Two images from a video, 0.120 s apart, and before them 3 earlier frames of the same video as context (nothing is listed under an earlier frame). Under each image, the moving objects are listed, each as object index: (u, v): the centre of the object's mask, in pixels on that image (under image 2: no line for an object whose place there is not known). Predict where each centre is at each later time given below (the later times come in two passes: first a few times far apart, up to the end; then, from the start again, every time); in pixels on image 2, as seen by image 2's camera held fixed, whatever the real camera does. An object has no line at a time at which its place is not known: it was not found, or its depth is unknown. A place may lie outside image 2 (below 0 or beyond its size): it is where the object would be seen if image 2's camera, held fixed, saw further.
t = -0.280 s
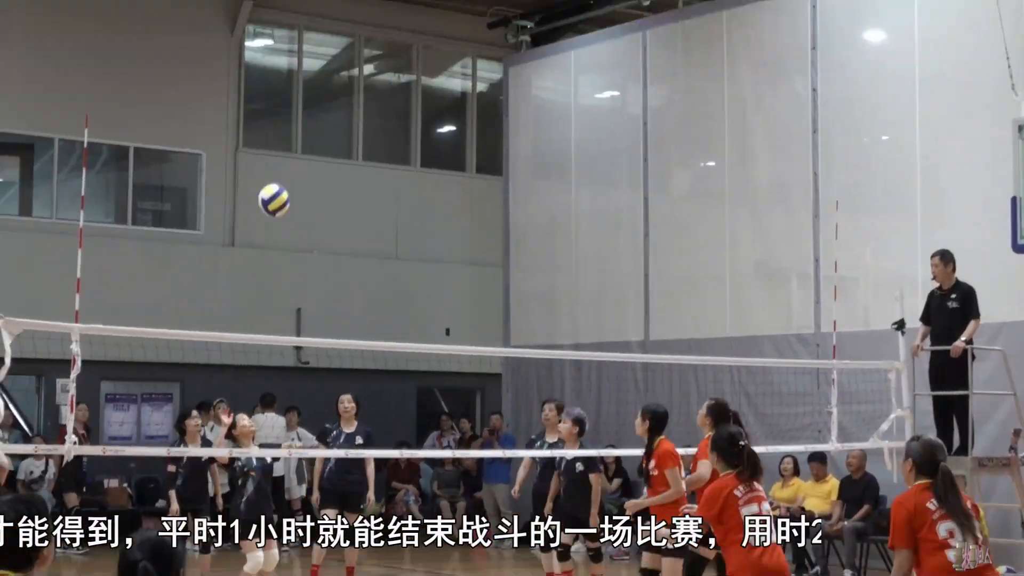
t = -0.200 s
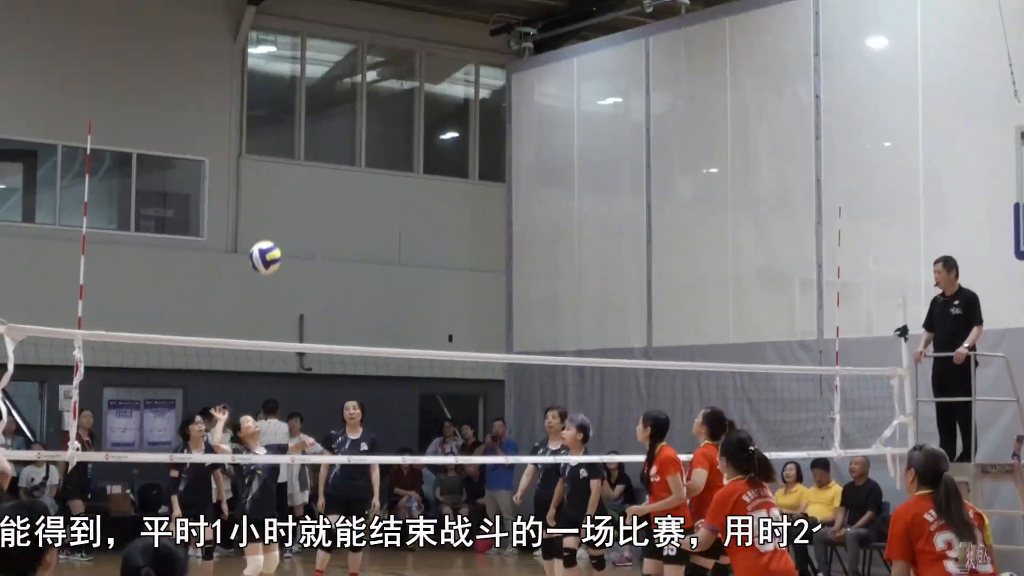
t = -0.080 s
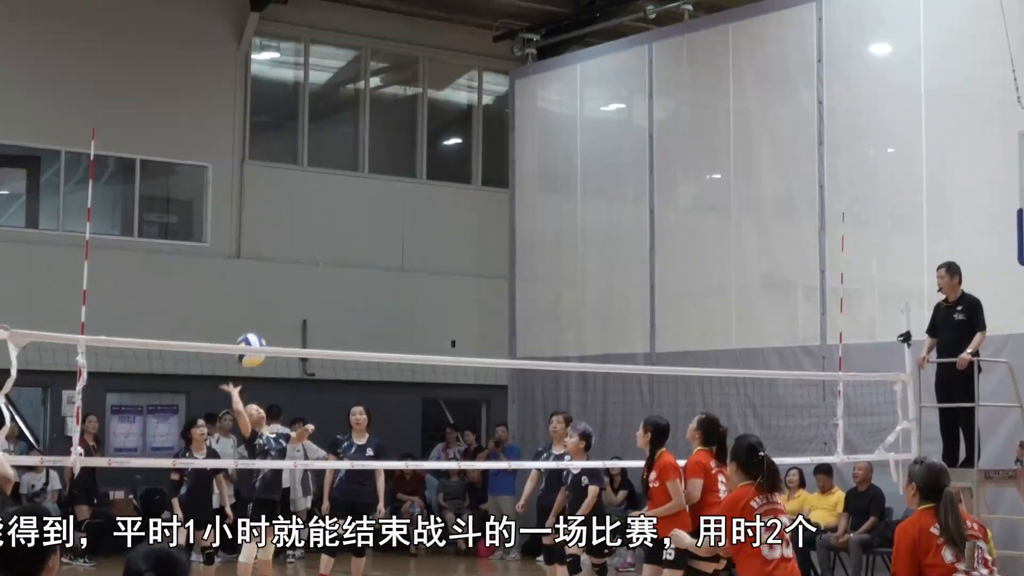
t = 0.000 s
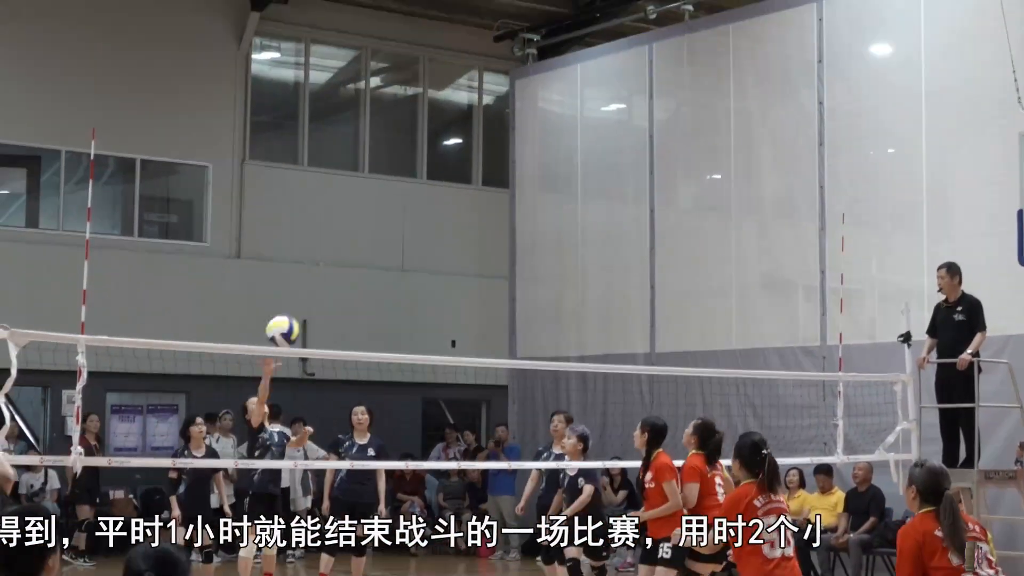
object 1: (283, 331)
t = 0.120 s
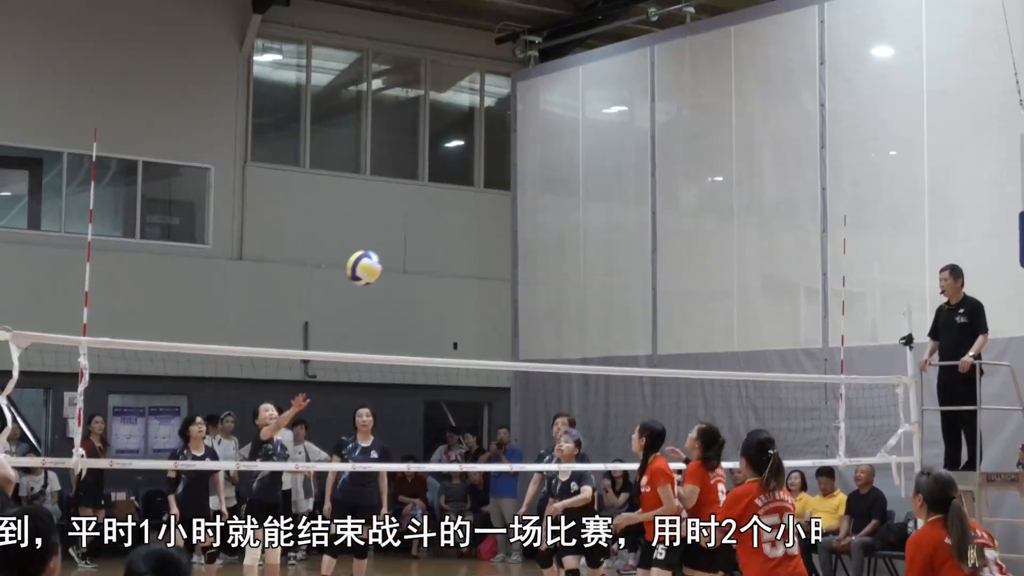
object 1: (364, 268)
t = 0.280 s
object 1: (476, 212)
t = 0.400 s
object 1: (567, 199)
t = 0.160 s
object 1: (390, 251)
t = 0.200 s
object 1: (418, 235)
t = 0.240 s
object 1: (446, 223)
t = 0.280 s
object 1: (476, 212)
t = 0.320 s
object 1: (506, 205)
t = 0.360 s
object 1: (535, 200)
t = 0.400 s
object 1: (567, 199)
